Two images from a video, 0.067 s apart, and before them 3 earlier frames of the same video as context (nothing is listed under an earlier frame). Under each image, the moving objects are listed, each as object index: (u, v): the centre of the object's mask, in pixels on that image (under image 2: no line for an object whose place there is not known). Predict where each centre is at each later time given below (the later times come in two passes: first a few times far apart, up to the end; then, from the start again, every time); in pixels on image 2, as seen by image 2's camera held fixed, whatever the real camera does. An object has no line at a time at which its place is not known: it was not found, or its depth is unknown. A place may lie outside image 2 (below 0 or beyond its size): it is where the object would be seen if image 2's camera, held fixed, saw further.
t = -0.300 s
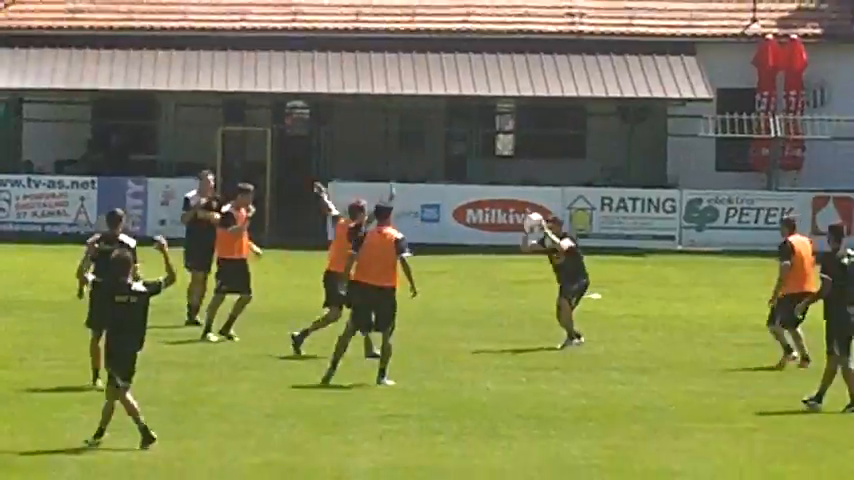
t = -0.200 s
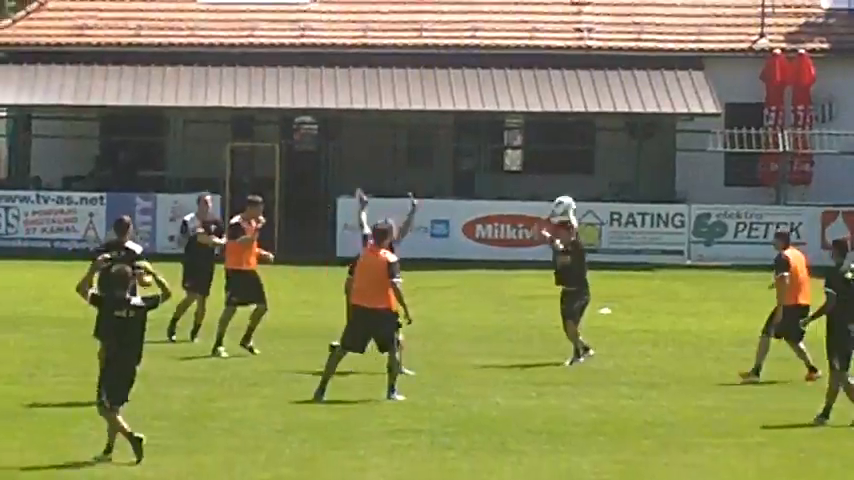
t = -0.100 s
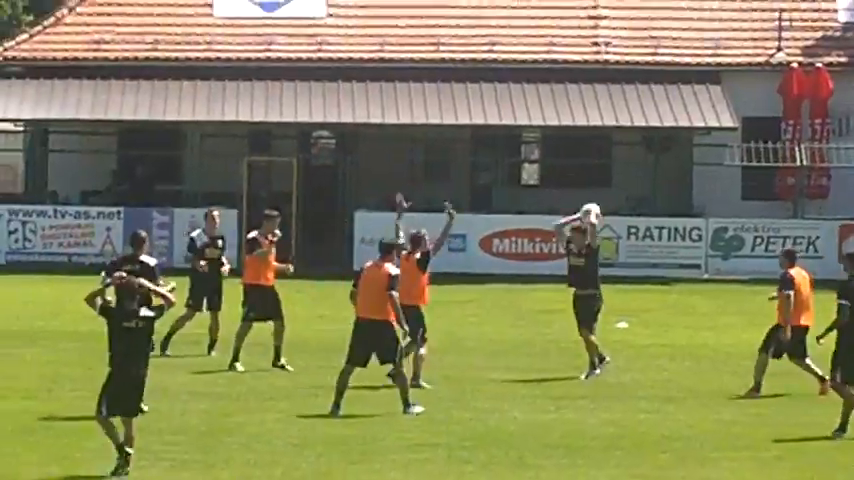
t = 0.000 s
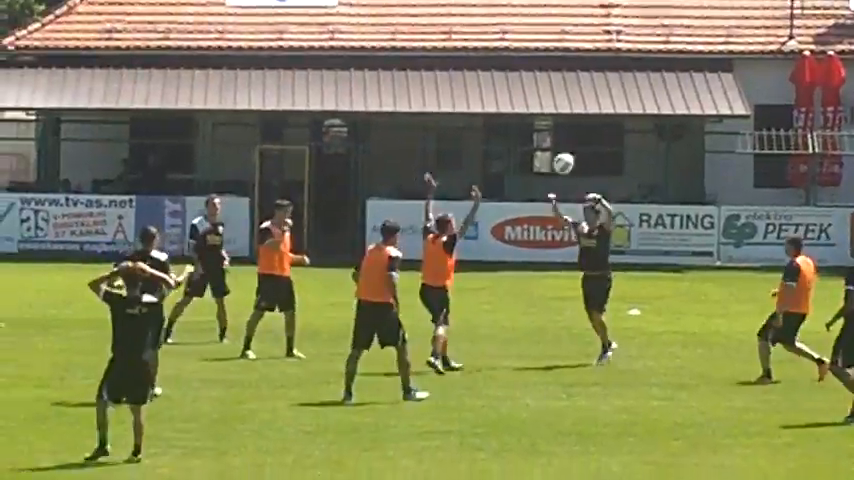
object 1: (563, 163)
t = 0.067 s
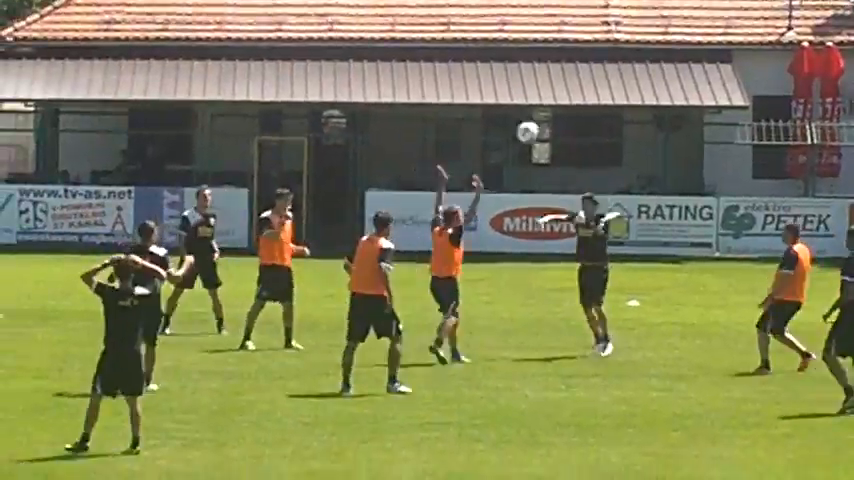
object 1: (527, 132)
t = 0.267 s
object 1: (420, 87)
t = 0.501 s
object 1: (289, 79)
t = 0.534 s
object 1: (268, 83)
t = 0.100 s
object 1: (510, 122)
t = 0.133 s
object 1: (492, 114)
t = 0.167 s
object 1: (474, 106)
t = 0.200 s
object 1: (457, 99)
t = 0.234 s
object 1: (438, 92)
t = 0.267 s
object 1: (420, 87)
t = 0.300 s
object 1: (402, 83)
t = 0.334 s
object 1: (383, 80)
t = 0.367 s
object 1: (366, 77)
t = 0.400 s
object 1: (347, 75)
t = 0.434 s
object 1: (327, 74)
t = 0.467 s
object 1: (307, 76)
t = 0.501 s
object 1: (289, 79)
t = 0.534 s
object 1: (268, 83)
